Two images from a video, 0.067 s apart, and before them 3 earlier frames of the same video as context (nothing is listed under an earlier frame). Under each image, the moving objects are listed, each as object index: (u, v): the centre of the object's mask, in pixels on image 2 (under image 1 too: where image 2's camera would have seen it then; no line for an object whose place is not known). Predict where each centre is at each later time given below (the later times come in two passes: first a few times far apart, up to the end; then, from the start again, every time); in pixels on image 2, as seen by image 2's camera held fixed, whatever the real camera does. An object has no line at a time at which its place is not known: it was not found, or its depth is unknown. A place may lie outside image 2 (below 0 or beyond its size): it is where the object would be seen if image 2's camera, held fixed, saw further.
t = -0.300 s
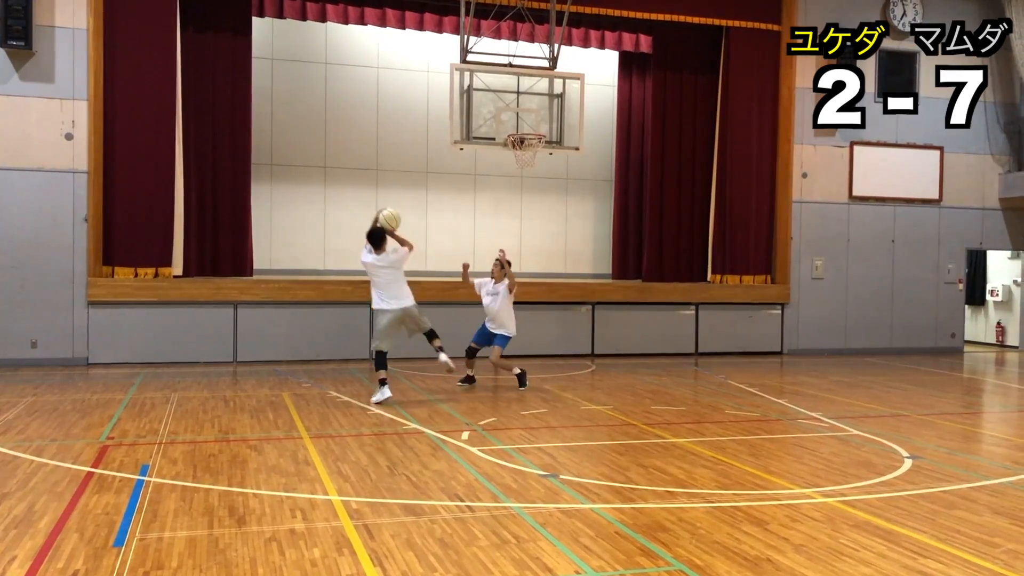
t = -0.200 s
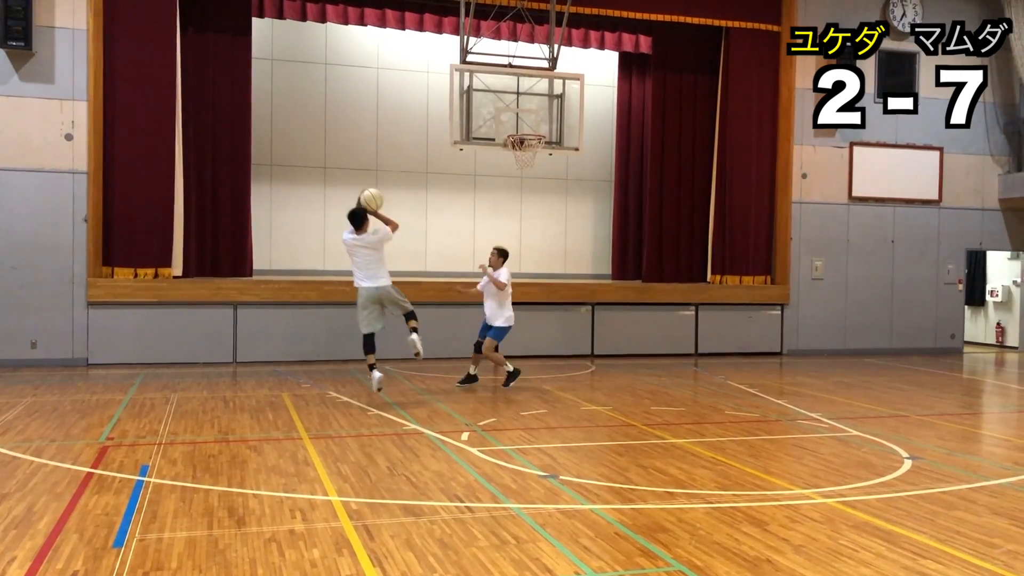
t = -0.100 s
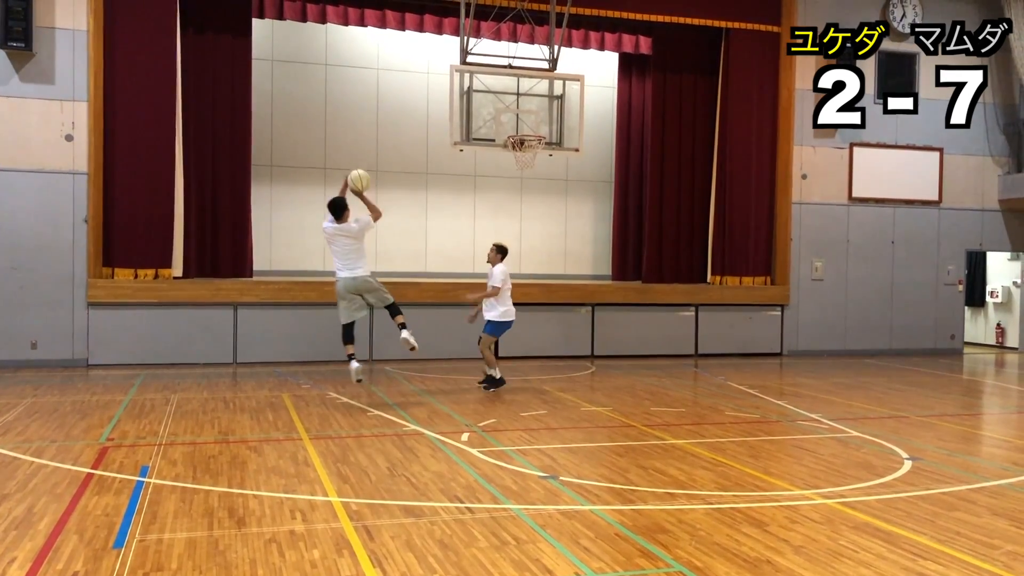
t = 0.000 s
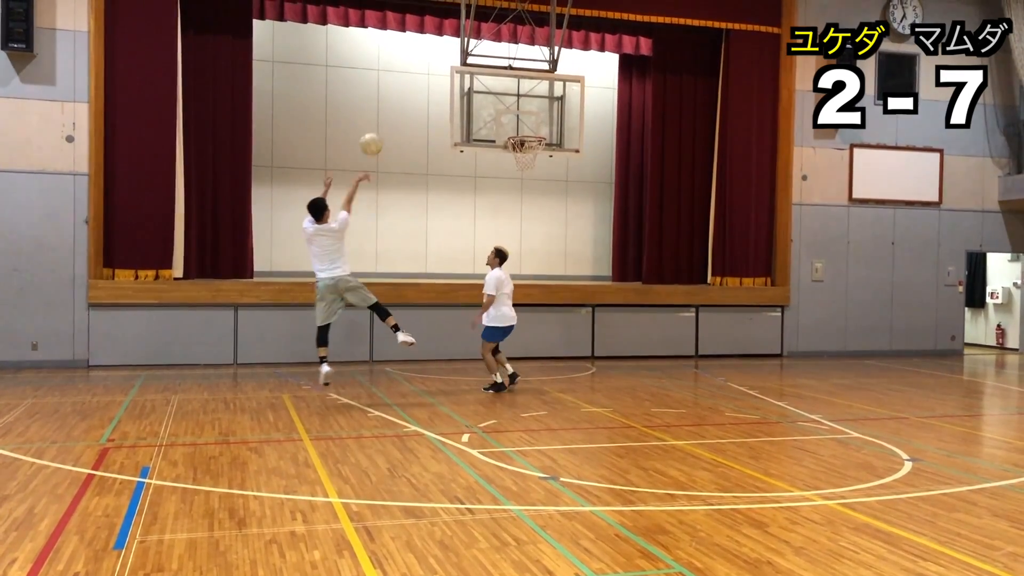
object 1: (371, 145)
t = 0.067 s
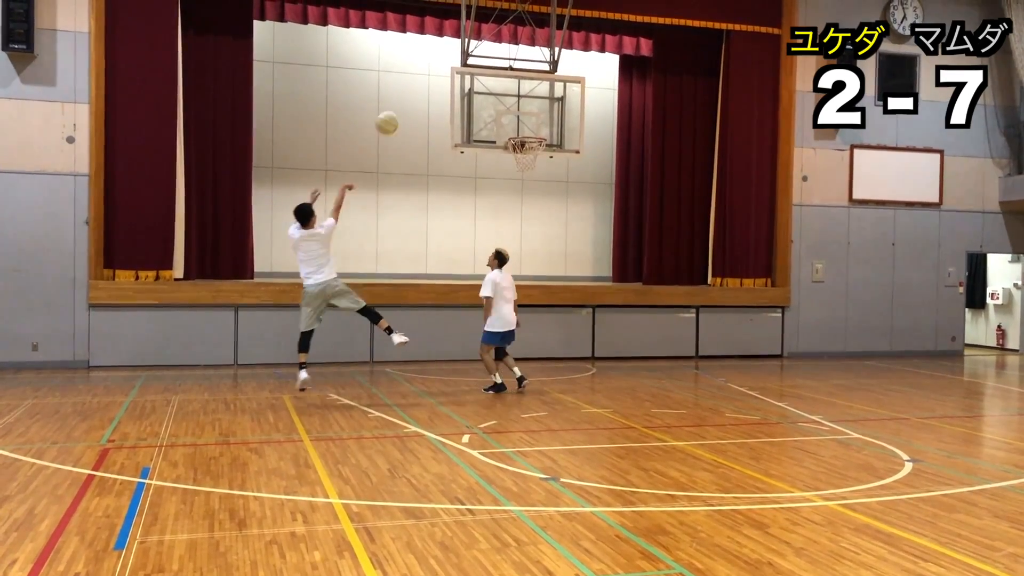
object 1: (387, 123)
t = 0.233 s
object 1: (423, 89)
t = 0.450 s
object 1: (463, 81)
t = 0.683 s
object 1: (501, 114)
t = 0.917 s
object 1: (534, 129)
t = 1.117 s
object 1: (539, 113)
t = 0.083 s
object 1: (391, 118)
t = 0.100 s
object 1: (395, 114)
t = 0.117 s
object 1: (397, 110)
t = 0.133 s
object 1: (402, 106)
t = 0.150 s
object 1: (405, 103)
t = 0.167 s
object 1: (408, 100)
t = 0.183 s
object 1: (412, 96)
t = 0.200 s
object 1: (415, 94)
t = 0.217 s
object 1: (419, 91)
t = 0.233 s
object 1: (423, 89)
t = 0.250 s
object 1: (426, 87)
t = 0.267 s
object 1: (429, 85)
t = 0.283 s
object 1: (432, 84)
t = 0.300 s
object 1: (436, 82)
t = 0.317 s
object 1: (439, 81)
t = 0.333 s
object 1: (441, 80)
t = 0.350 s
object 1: (445, 80)
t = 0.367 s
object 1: (448, 79)
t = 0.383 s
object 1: (451, 79)
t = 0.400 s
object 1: (454, 79)
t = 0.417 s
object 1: (457, 79)
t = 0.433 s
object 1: (460, 80)
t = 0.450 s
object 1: (463, 81)
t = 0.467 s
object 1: (466, 81)
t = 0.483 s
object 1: (469, 82)
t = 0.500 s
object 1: (472, 84)
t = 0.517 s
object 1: (475, 86)
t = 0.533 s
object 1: (477, 89)
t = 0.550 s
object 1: (480, 91)
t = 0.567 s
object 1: (483, 94)
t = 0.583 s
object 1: (485, 96)
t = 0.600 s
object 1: (488, 98)
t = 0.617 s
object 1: (491, 100)
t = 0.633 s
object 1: (493, 103)
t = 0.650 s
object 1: (496, 106)
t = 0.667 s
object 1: (499, 111)
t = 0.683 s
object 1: (501, 114)
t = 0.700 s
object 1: (504, 118)
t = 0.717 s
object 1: (505, 121)
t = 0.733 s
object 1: (508, 124)
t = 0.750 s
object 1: (510, 126)
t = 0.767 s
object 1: (513, 129)
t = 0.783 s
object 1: (514, 130)
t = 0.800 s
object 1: (517, 130)
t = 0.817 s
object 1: (519, 130)
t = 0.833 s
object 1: (522, 129)
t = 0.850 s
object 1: (524, 129)
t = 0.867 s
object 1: (525, 129)
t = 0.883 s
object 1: (528, 129)
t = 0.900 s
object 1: (530, 129)
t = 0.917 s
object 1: (534, 129)
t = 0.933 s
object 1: (535, 130)
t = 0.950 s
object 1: (535, 128)
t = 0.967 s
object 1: (536, 126)
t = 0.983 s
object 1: (536, 124)
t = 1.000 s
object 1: (536, 122)
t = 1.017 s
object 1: (536, 121)
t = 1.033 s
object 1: (537, 119)
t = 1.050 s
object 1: (537, 117)
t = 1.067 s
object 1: (538, 116)
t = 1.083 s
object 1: (538, 115)
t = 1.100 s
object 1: (538, 114)
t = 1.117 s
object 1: (539, 113)
